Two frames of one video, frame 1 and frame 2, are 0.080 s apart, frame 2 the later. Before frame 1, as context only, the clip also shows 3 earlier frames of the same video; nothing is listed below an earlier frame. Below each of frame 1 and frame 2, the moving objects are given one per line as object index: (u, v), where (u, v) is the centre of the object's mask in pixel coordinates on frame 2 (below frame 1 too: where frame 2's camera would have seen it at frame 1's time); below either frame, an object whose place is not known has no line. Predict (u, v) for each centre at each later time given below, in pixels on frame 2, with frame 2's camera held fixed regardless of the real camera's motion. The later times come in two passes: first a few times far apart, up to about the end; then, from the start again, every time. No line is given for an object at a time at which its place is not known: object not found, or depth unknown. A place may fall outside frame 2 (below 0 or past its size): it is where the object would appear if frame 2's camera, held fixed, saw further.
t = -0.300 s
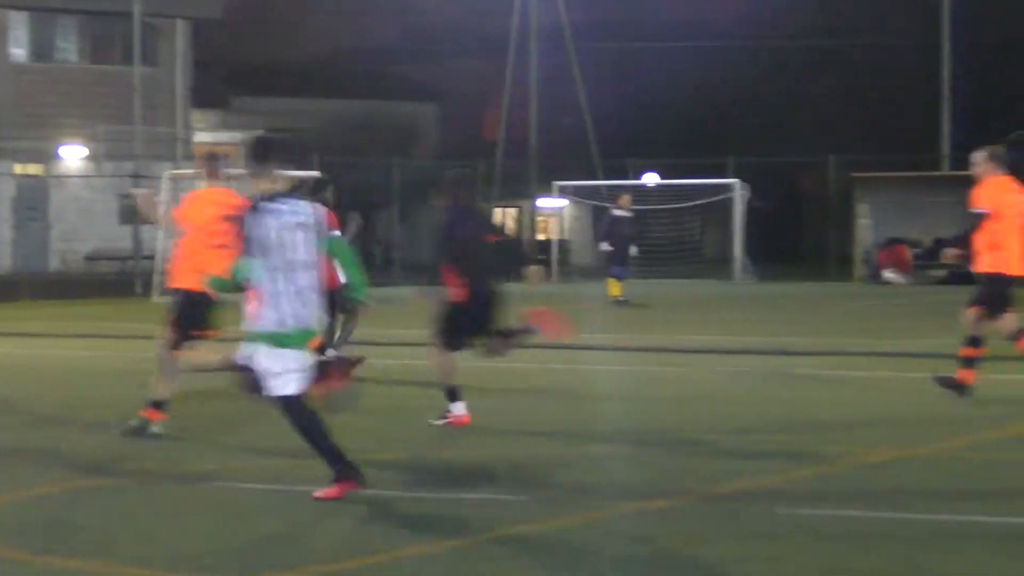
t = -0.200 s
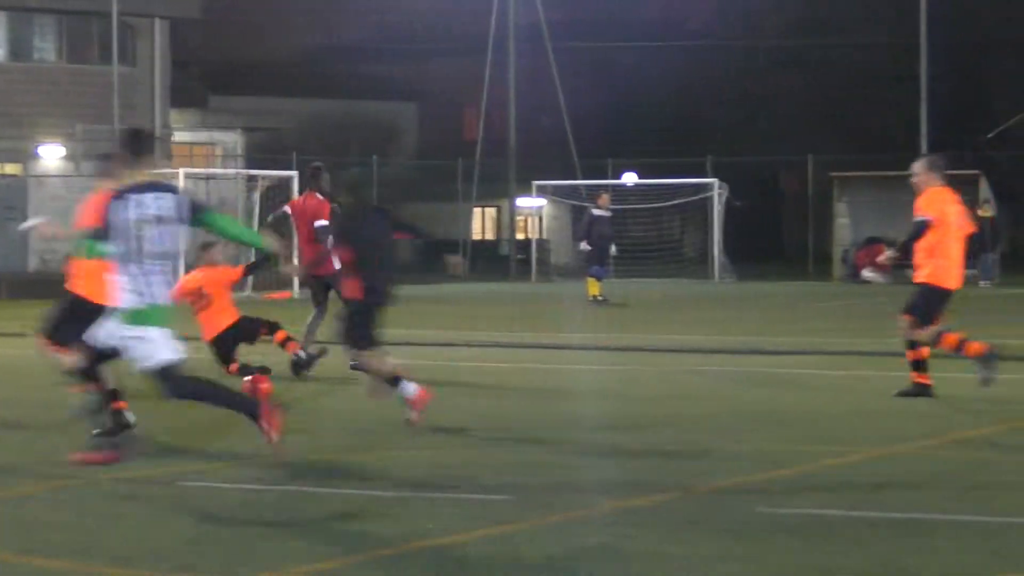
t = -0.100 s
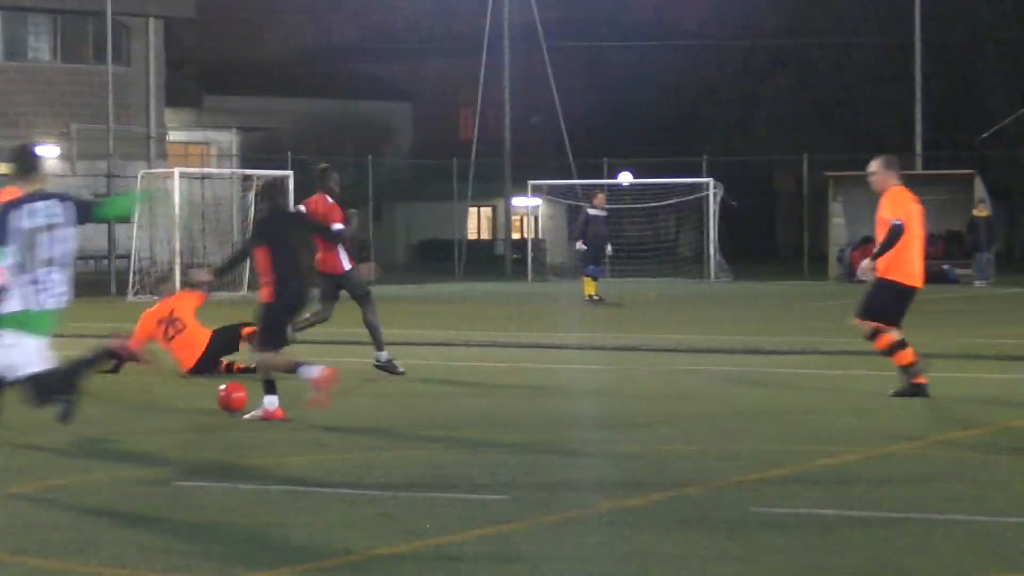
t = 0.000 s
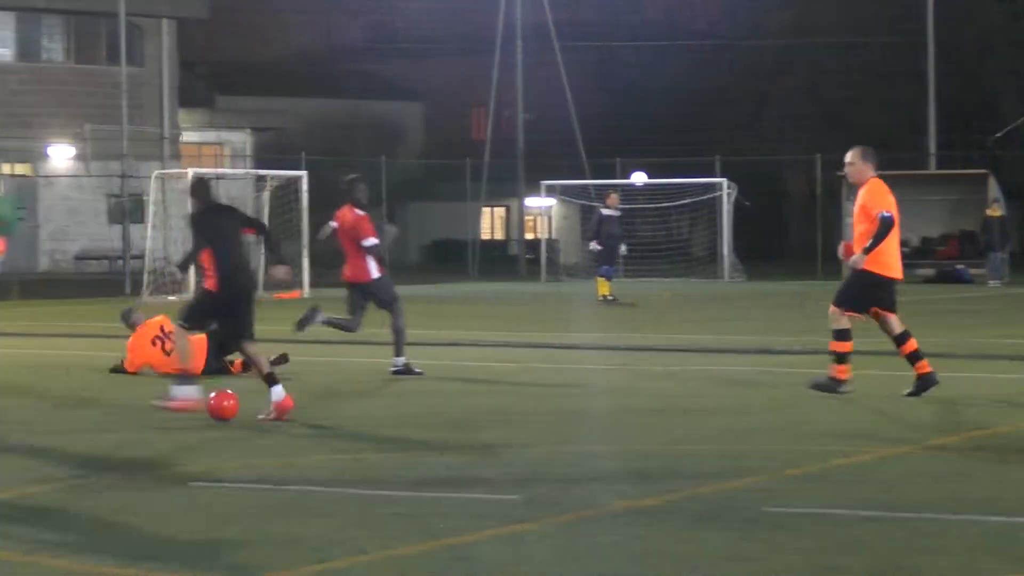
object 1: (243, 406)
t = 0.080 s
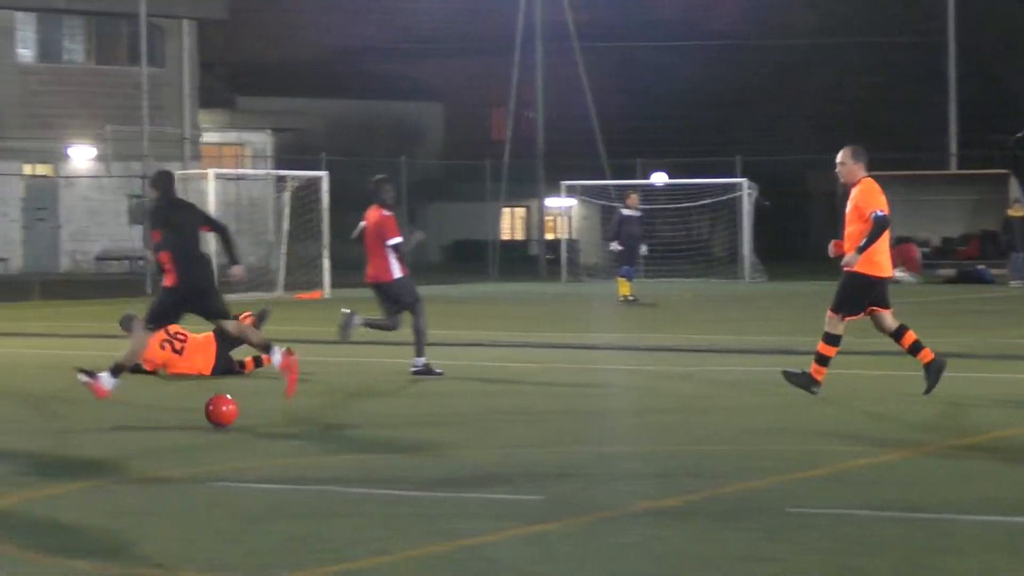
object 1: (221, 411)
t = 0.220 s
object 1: (179, 424)
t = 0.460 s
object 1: (89, 445)
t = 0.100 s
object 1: (216, 414)
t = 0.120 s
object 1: (210, 416)
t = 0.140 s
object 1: (205, 416)
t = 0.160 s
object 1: (199, 417)
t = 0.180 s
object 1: (192, 419)
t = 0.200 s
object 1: (186, 422)
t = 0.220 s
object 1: (179, 424)
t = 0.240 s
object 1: (173, 425)
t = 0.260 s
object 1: (166, 426)
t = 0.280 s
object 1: (158, 427)
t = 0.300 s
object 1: (151, 430)
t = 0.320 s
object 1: (144, 432)
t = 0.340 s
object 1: (137, 435)
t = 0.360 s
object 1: (129, 436)
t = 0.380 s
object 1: (122, 436)
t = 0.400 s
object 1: (114, 438)
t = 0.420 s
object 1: (106, 441)
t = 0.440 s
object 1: (97, 444)
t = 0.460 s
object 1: (89, 445)
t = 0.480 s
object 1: (80, 445)
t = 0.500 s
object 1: (72, 446)
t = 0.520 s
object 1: (63, 448)
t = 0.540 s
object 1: (54, 451)
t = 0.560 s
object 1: (44, 454)
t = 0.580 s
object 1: (35, 455)
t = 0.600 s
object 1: (25, 456)
